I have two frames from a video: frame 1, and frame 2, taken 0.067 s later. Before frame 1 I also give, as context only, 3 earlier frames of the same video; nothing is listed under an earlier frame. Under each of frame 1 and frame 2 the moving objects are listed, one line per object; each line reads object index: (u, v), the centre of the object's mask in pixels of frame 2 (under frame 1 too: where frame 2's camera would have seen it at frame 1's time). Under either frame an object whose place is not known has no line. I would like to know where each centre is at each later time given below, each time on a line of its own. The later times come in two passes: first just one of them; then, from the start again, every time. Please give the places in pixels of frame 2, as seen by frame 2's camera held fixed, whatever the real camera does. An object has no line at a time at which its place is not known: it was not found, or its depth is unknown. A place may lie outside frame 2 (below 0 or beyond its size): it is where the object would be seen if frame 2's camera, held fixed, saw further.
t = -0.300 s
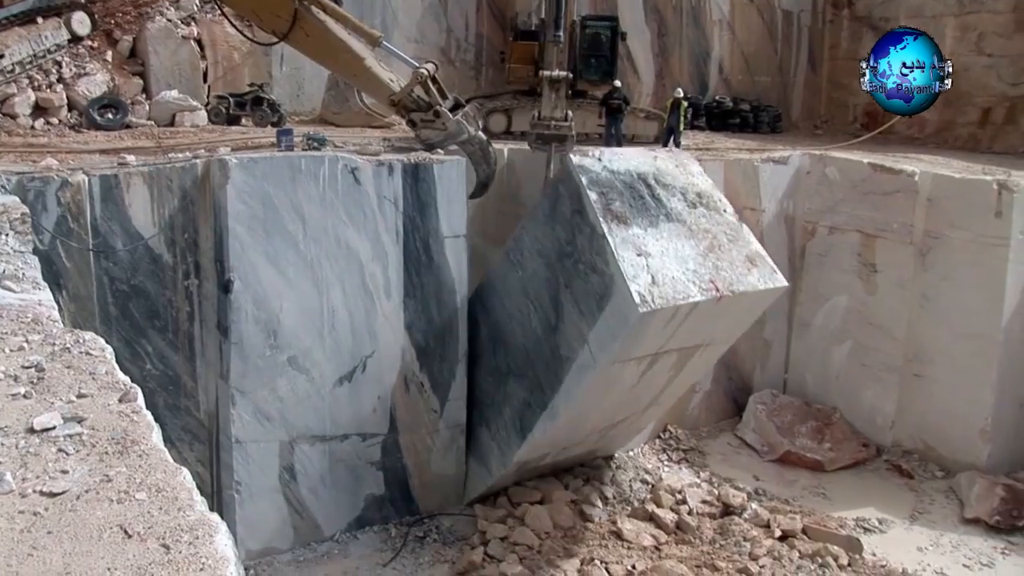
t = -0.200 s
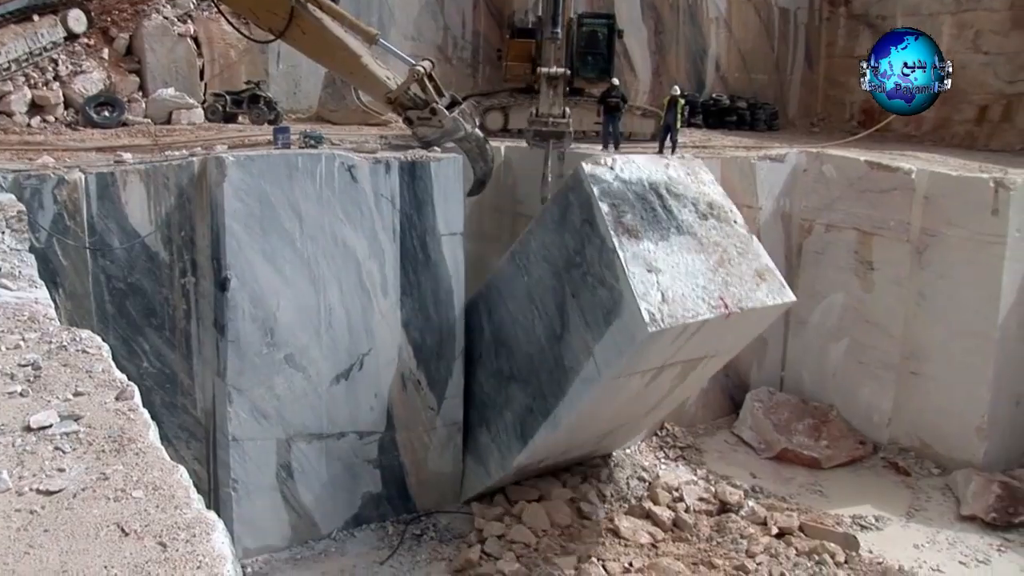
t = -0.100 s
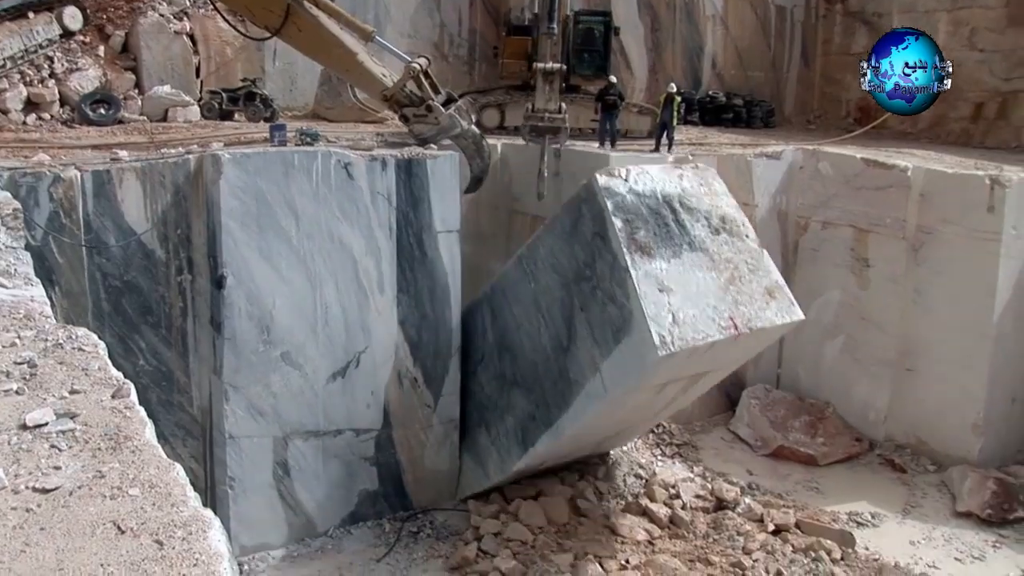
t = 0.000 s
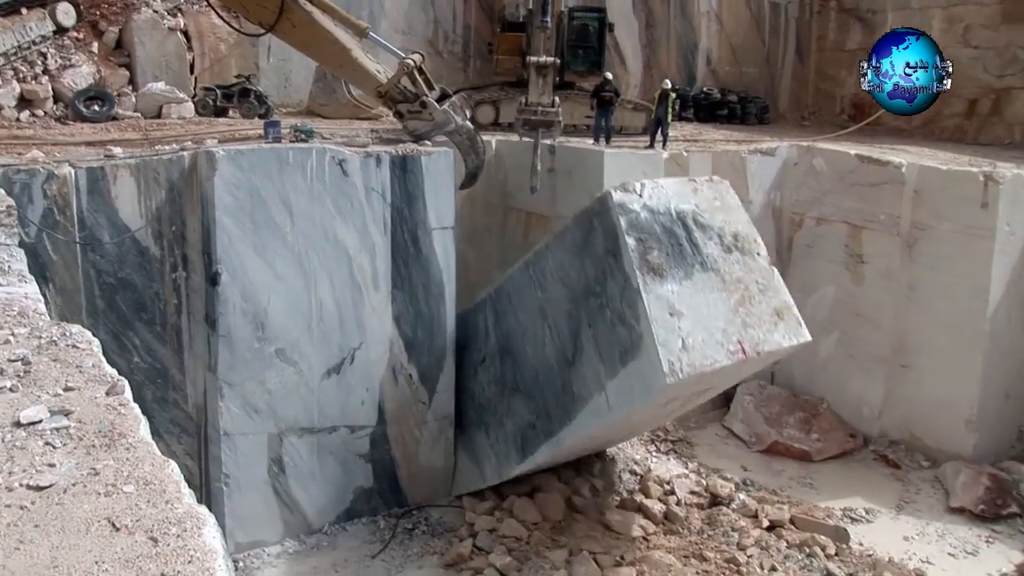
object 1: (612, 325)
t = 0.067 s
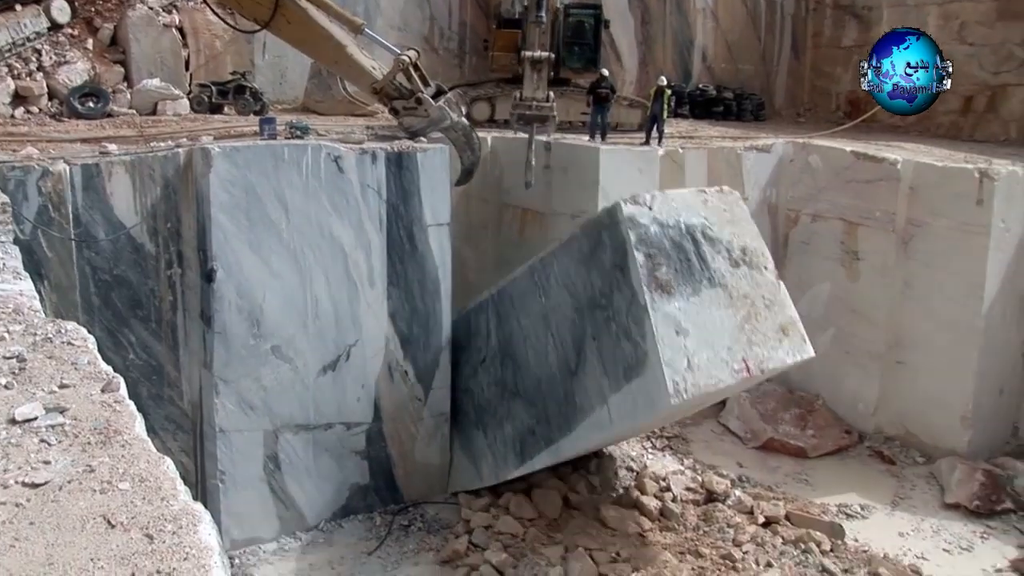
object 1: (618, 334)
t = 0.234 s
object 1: (634, 373)
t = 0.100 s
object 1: (621, 340)
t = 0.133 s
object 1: (623, 347)
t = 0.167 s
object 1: (627, 355)
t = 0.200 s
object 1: (631, 364)
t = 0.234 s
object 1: (634, 373)
